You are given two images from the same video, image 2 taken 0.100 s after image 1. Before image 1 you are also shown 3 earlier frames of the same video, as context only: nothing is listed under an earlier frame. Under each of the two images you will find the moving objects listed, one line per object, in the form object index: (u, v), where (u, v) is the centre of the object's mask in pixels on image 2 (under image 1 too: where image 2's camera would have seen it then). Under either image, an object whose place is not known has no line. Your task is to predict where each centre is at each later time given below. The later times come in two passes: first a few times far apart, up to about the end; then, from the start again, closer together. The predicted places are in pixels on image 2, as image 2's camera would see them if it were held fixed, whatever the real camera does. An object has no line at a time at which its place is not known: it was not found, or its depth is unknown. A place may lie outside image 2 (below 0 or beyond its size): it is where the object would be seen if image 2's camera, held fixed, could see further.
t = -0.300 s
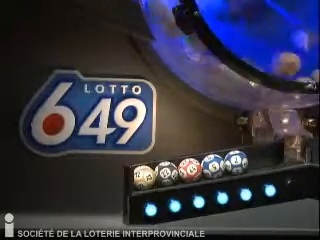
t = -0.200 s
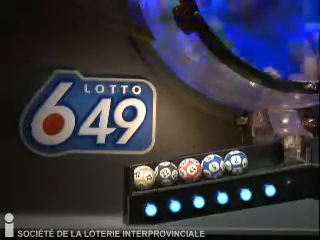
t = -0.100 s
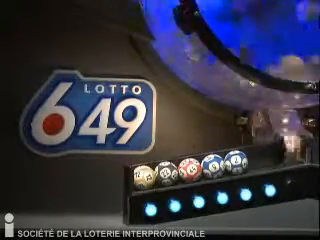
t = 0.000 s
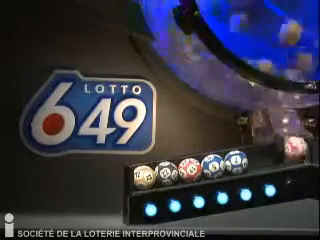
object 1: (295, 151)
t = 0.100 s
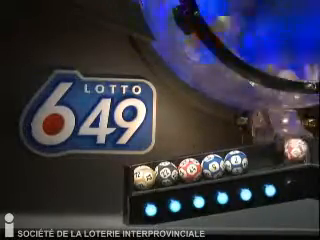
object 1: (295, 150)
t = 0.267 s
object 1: (292, 152)
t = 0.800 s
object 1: (259, 161)
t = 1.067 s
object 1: (259, 161)
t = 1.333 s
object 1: (258, 160)
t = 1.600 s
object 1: (258, 160)
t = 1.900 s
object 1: (258, 161)
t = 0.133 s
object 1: (295, 151)
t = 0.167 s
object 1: (295, 152)
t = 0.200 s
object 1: (294, 151)
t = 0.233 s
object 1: (293, 152)
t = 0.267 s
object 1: (292, 152)
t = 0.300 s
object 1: (289, 153)
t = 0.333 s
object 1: (284, 154)
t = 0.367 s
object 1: (281, 156)
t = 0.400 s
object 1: (280, 156)
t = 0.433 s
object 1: (279, 157)
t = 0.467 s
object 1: (277, 156)
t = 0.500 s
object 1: (275, 157)
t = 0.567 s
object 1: (270, 158)
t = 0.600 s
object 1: (267, 160)
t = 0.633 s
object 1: (264, 160)
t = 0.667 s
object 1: (260, 161)
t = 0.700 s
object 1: (258, 161)
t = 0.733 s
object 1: (258, 161)
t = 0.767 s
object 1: (258, 160)
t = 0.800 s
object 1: (259, 161)
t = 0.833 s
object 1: (259, 161)
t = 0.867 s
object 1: (258, 161)
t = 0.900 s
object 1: (259, 161)
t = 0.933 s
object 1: (259, 161)
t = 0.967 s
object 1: (258, 161)
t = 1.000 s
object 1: (259, 161)
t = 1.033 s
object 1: (259, 161)
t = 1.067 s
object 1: (259, 161)
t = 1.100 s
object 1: (258, 161)
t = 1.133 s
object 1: (258, 161)
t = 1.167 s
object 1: (258, 161)
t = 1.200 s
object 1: (258, 161)
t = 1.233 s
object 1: (259, 161)
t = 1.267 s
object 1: (258, 160)
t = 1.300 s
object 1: (258, 161)
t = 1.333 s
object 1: (258, 160)
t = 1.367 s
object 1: (258, 160)
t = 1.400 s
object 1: (258, 161)
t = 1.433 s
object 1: (258, 161)
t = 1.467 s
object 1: (258, 160)
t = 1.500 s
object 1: (258, 160)
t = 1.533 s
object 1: (259, 161)
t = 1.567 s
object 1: (258, 160)
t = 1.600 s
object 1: (258, 160)
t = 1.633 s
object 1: (258, 161)
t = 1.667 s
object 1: (258, 161)
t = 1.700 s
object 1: (258, 161)
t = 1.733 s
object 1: (258, 161)
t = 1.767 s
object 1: (258, 161)
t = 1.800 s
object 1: (258, 161)
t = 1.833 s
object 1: (258, 161)
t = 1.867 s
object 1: (259, 161)
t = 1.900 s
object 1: (258, 161)
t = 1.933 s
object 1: (259, 161)
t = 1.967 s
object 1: (258, 161)
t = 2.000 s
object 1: (258, 161)
